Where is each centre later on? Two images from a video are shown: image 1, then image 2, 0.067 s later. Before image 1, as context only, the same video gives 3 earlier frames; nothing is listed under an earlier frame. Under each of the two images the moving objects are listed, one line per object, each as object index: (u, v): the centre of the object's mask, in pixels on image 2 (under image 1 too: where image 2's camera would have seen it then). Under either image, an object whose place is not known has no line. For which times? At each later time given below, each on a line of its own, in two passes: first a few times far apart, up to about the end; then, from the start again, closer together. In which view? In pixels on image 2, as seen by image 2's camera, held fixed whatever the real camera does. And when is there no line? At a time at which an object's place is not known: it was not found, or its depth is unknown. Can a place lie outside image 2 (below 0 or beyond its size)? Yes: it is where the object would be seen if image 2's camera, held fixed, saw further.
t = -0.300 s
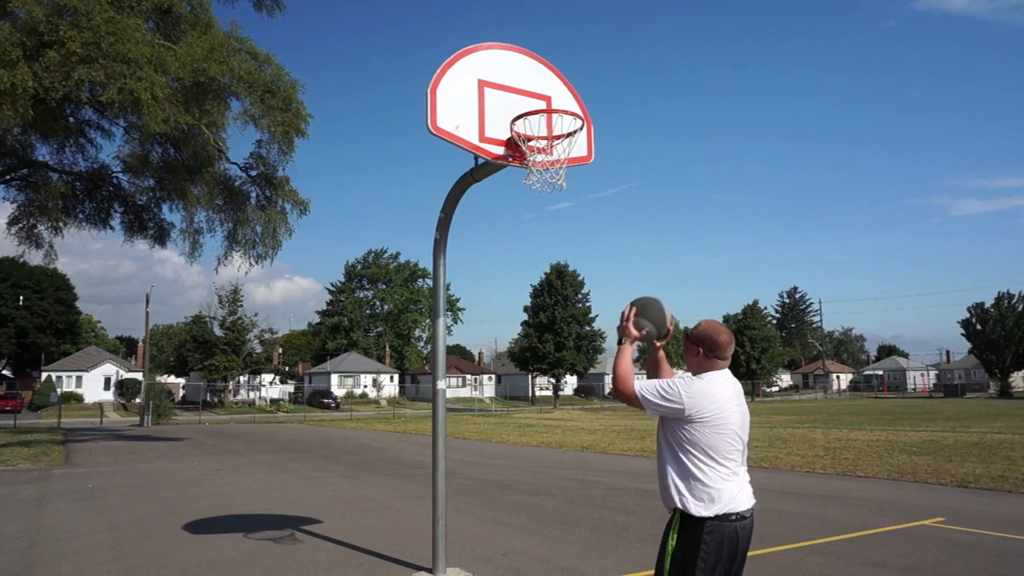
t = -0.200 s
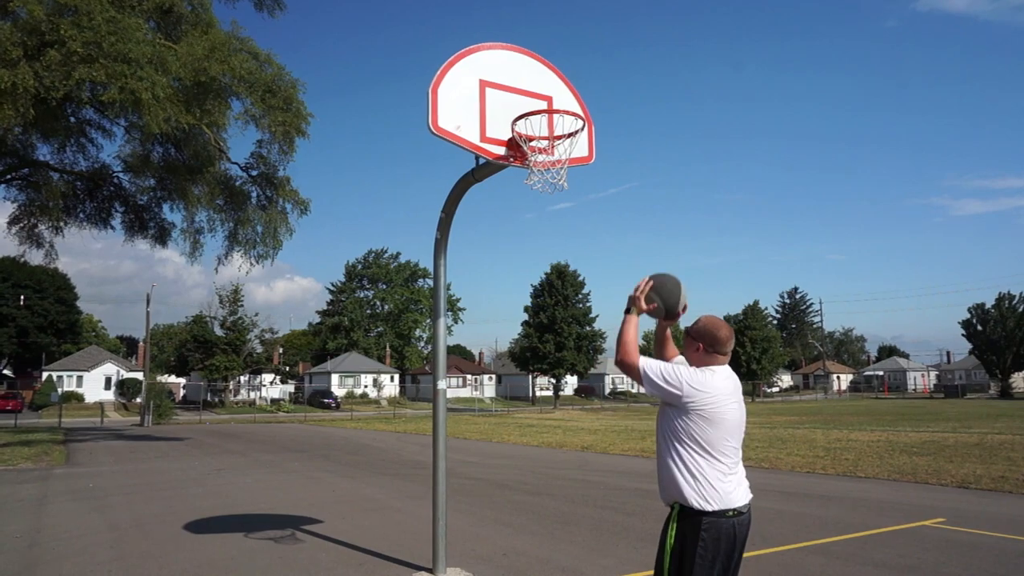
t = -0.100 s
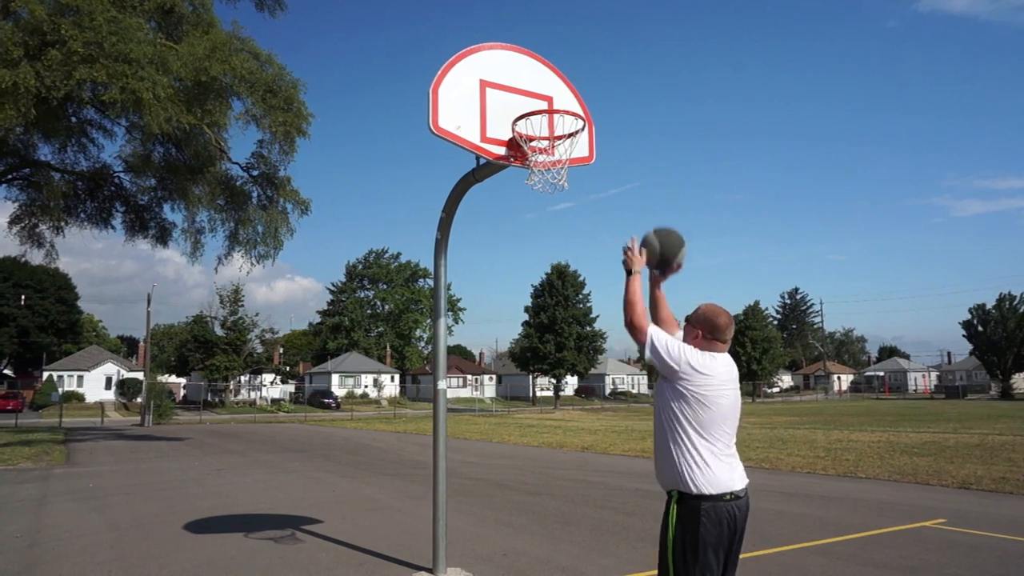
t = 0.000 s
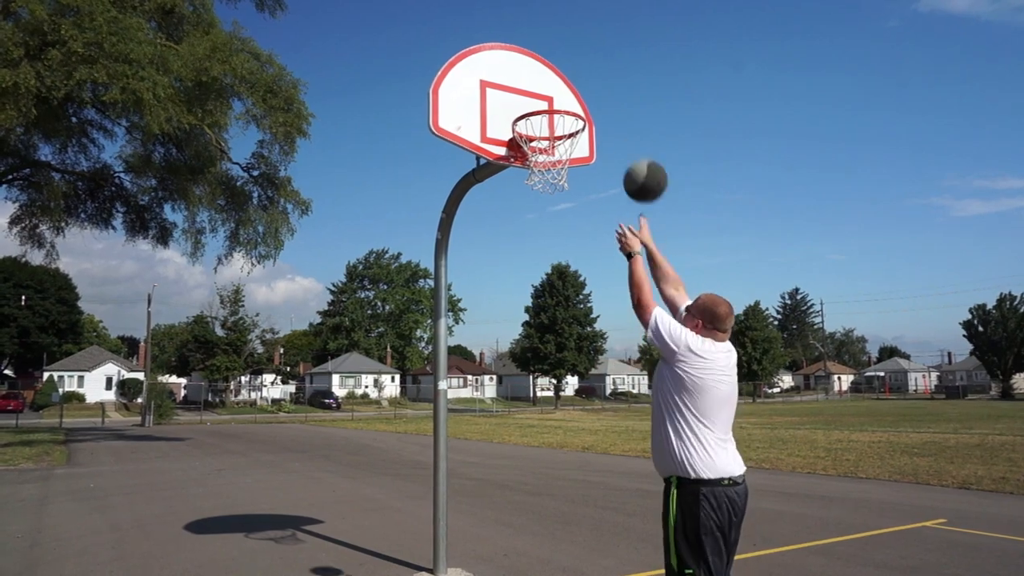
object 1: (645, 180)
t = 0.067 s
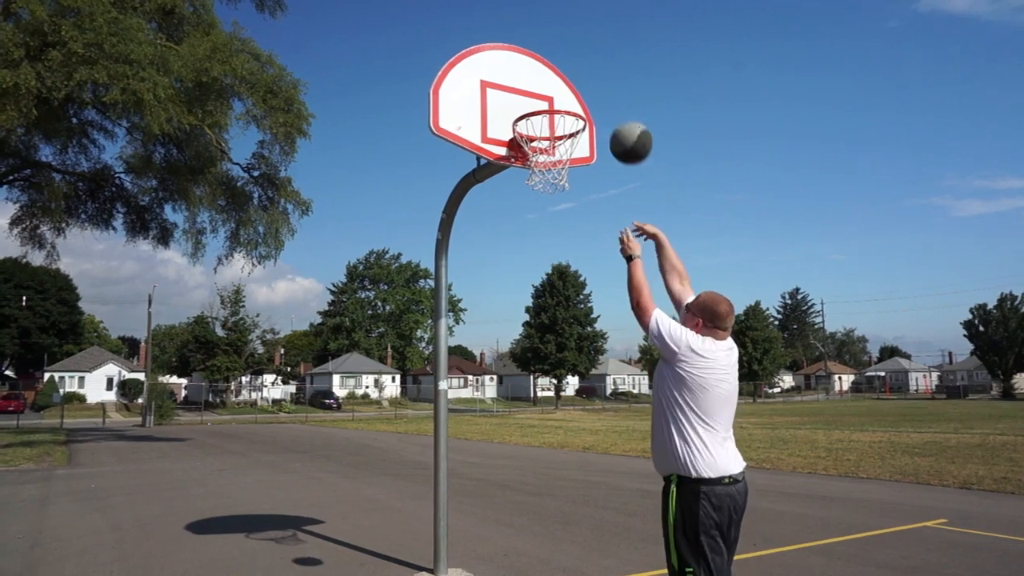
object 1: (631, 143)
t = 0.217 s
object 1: (602, 93)
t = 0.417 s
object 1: (570, 85)
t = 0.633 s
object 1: (543, 140)
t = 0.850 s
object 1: (538, 229)
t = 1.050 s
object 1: (536, 379)
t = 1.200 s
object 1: (534, 548)
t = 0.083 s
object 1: (628, 135)
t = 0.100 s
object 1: (624, 127)
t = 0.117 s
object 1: (621, 121)
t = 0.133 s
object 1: (617, 115)
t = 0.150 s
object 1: (614, 109)
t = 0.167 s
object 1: (611, 104)
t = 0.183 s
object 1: (608, 100)
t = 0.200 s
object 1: (605, 96)
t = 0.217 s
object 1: (602, 93)
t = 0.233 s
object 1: (599, 90)
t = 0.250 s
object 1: (596, 87)
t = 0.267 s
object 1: (593, 85)
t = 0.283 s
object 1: (591, 84)
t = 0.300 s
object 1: (588, 82)
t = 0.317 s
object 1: (585, 81)
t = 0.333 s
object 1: (582, 81)
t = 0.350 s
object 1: (580, 81)
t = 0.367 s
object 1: (577, 81)
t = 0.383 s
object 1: (575, 82)
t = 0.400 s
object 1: (572, 84)
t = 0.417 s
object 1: (570, 85)
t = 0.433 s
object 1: (567, 88)
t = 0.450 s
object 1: (565, 90)
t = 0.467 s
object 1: (563, 93)
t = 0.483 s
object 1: (561, 95)
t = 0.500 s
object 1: (559, 97)
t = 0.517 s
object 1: (557, 99)
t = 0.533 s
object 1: (554, 107)
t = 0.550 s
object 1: (552, 113)
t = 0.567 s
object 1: (550, 119)
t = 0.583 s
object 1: (548, 126)
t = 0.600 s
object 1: (545, 130)
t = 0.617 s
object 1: (543, 135)
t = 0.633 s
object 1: (543, 140)
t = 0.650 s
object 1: (542, 145)
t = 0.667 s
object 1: (542, 150)
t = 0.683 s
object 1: (541, 154)
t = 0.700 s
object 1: (541, 162)
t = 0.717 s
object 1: (540, 167)
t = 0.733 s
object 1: (541, 173)
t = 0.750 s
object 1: (538, 181)
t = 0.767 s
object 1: (539, 189)
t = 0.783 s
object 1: (539, 195)
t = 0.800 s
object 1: (539, 203)
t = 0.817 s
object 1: (539, 211)
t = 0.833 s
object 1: (539, 220)
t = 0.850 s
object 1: (538, 229)
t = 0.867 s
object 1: (538, 239)
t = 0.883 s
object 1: (538, 249)
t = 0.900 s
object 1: (538, 260)
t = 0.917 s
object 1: (538, 272)
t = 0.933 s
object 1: (538, 283)
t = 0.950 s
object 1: (538, 296)
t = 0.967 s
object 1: (538, 308)
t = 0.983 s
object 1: (537, 322)
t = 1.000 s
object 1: (537, 334)
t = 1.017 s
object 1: (537, 349)
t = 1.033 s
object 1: (537, 364)
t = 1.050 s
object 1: (536, 379)
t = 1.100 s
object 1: (535, 433)
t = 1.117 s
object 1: (535, 452)
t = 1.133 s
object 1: (536, 469)
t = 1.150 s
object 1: (536, 486)
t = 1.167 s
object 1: (536, 507)
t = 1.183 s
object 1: (535, 527)
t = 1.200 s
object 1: (534, 548)
